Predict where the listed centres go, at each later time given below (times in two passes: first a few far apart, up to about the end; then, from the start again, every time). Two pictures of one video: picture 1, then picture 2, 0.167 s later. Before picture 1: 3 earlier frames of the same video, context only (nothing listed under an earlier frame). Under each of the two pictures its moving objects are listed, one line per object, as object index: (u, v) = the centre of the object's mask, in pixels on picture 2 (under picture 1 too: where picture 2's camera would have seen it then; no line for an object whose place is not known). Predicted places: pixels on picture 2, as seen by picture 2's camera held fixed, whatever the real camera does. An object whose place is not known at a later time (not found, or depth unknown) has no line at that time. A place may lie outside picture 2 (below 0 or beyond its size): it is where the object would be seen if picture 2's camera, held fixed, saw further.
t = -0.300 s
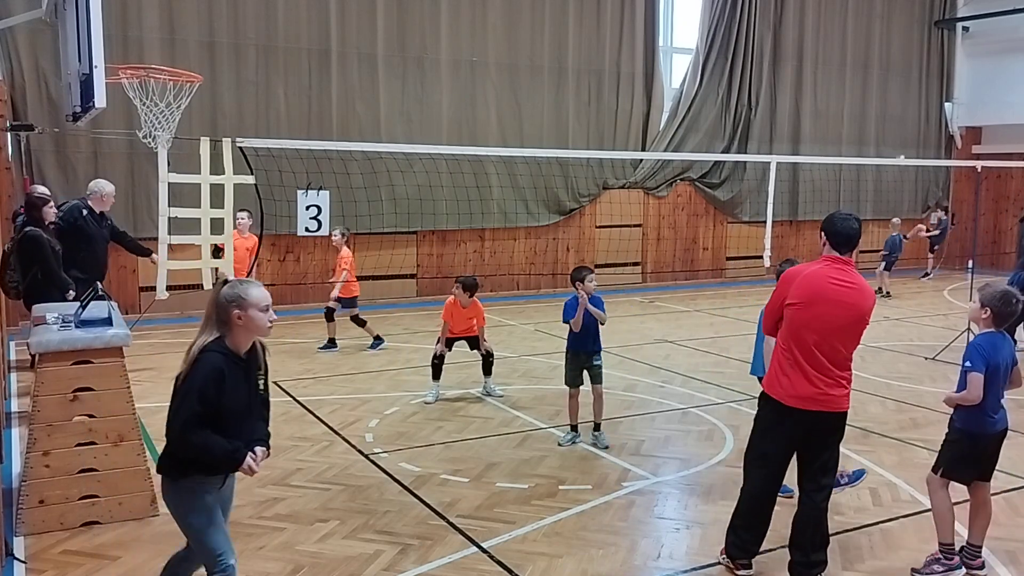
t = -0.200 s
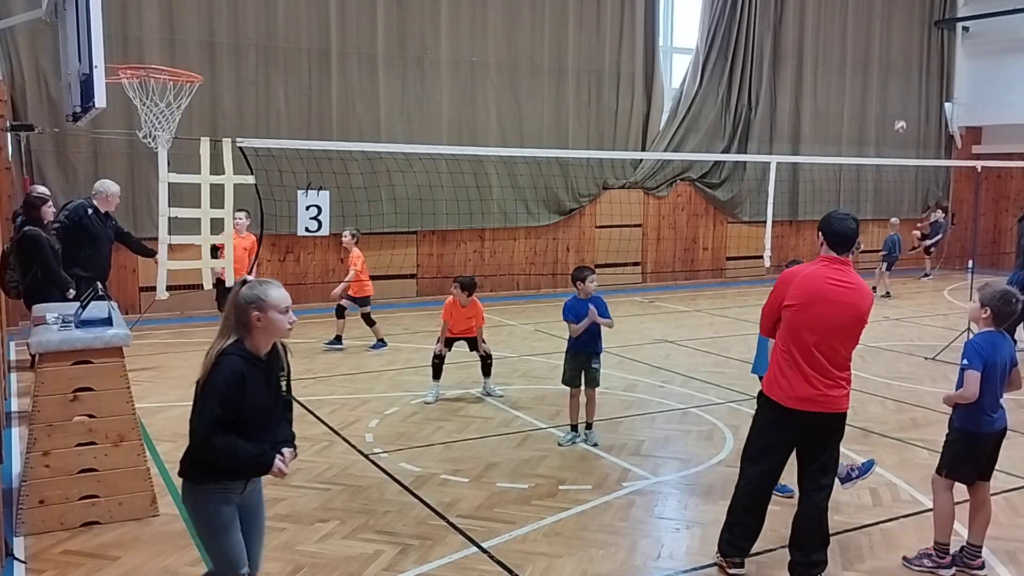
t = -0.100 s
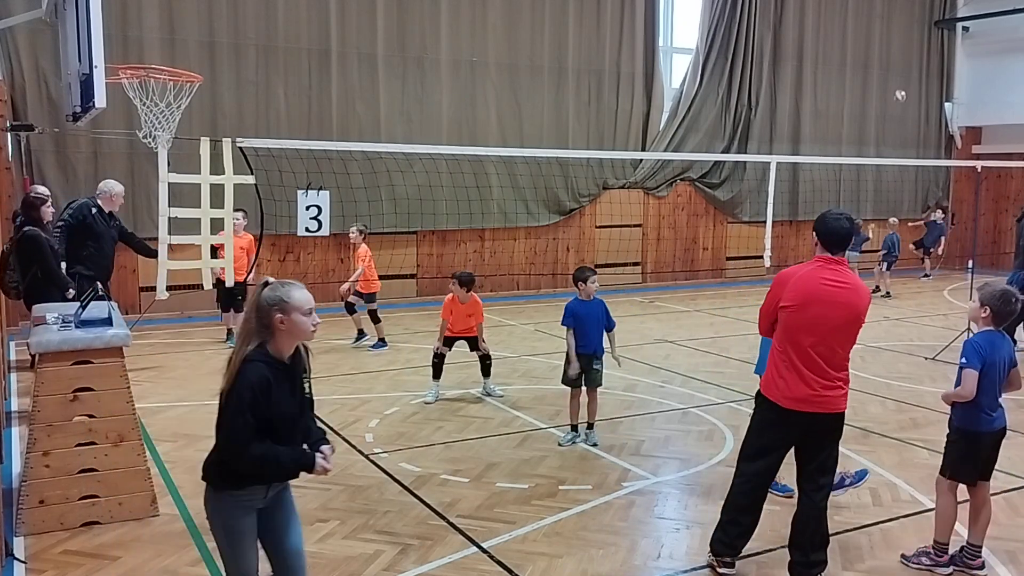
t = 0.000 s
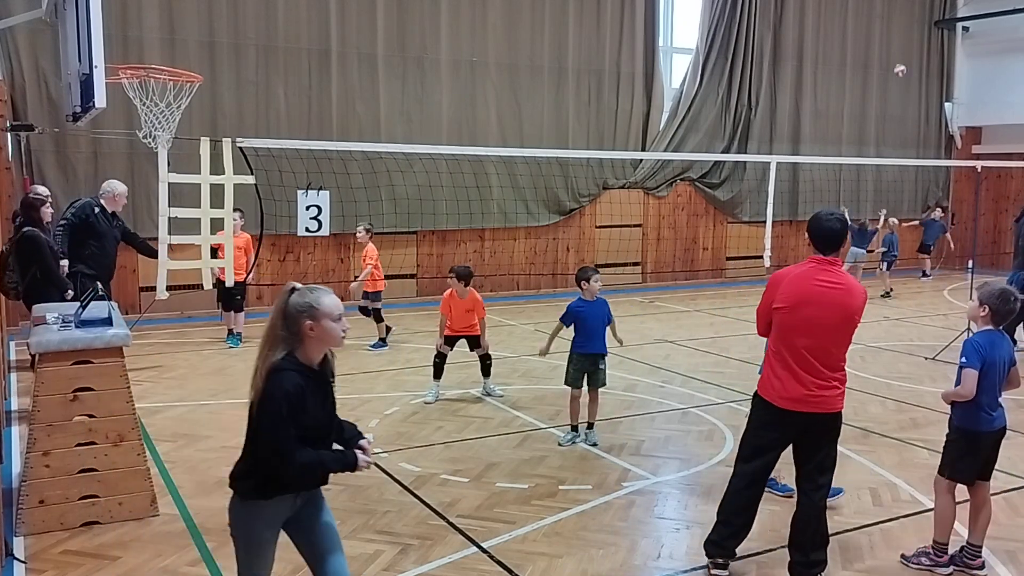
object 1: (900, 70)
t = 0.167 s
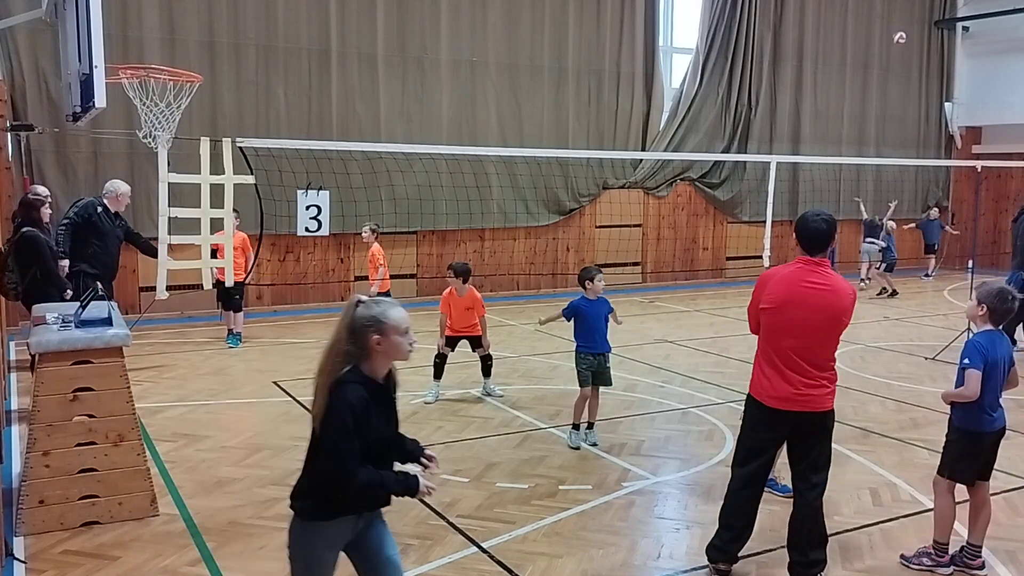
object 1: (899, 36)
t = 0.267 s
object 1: (900, 25)
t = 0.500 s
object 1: (899, 19)
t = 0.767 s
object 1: (896, 49)
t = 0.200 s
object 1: (900, 33)
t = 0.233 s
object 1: (899, 28)
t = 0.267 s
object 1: (900, 25)
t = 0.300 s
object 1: (899, 22)
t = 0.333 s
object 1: (899, 20)
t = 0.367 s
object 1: (899, 18)
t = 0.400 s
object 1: (899, 17)
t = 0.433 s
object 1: (899, 16)
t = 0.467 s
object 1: (899, 17)
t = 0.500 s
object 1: (899, 19)
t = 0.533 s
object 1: (899, 20)
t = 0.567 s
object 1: (898, 22)
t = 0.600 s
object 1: (898, 24)
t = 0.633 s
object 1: (898, 28)
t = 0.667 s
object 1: (898, 32)
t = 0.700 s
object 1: (897, 38)
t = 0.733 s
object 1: (897, 43)
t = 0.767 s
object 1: (896, 49)
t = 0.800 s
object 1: (896, 56)
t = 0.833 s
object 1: (895, 64)
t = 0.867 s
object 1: (895, 73)
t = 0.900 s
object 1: (894, 82)
